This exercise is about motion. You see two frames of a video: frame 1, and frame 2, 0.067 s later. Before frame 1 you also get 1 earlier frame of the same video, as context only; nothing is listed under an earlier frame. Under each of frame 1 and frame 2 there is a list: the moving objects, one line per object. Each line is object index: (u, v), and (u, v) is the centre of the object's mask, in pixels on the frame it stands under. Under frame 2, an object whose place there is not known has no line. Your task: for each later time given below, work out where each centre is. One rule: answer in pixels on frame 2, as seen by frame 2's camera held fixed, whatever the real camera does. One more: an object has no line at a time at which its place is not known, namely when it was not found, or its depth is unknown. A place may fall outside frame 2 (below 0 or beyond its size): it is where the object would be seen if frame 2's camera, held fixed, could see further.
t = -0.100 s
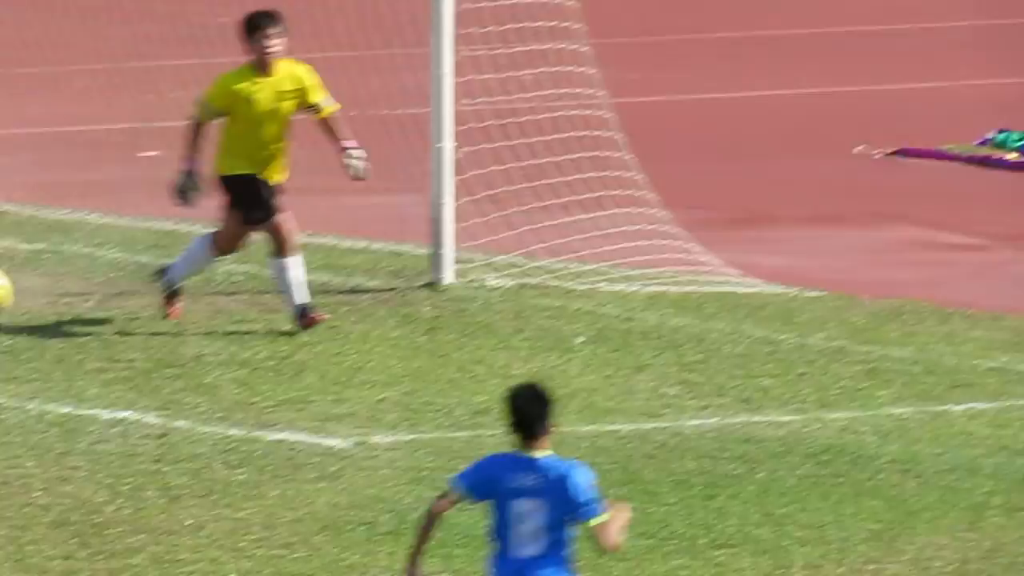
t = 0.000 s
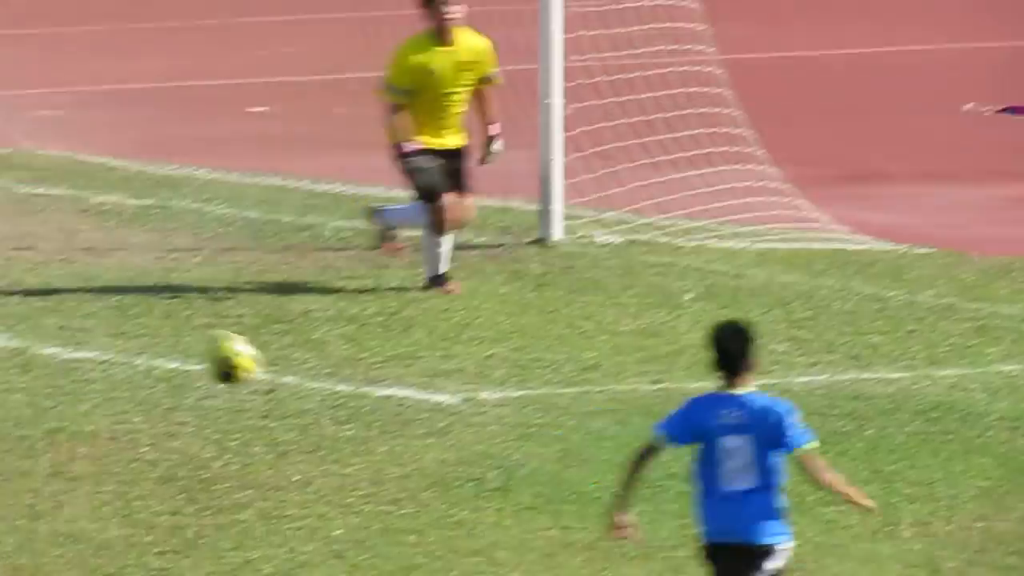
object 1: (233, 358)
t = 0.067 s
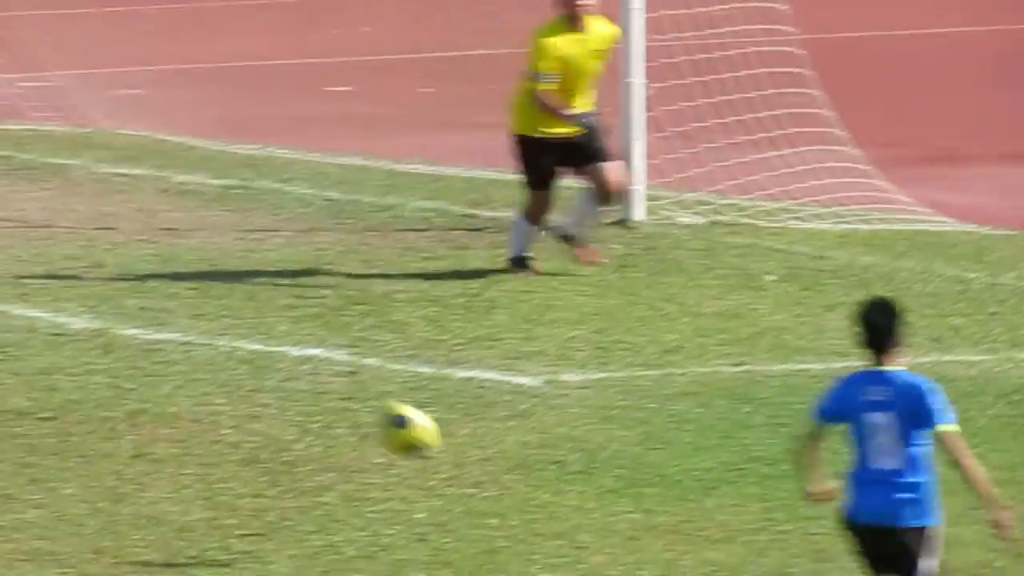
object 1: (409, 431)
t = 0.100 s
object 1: (452, 479)
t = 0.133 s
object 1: (497, 530)
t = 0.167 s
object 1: (545, 513)
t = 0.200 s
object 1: (590, 474)
